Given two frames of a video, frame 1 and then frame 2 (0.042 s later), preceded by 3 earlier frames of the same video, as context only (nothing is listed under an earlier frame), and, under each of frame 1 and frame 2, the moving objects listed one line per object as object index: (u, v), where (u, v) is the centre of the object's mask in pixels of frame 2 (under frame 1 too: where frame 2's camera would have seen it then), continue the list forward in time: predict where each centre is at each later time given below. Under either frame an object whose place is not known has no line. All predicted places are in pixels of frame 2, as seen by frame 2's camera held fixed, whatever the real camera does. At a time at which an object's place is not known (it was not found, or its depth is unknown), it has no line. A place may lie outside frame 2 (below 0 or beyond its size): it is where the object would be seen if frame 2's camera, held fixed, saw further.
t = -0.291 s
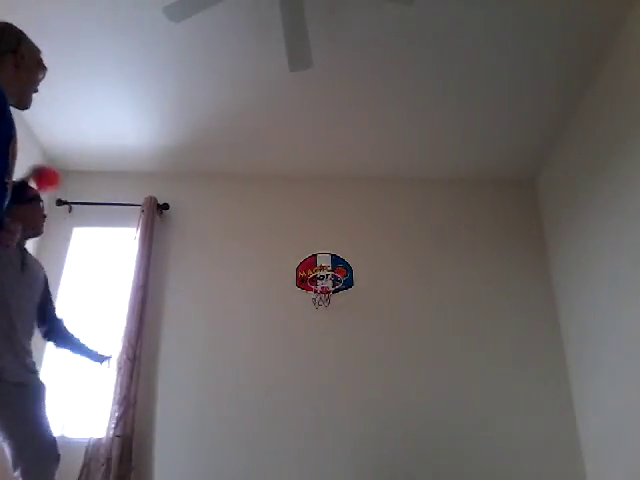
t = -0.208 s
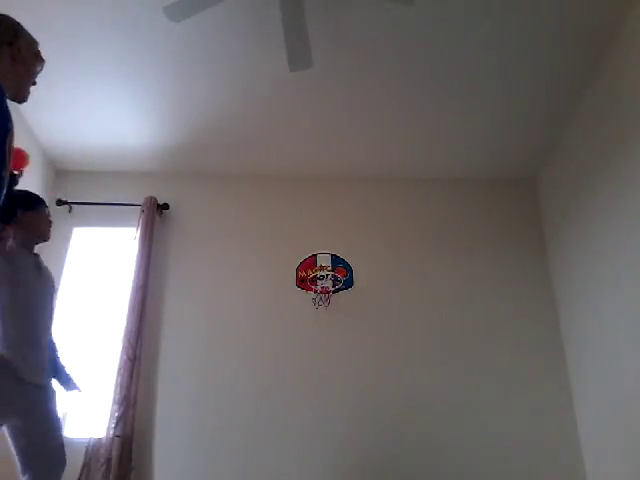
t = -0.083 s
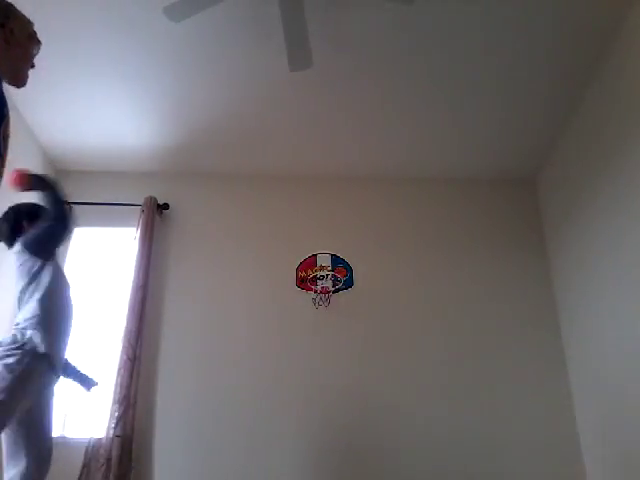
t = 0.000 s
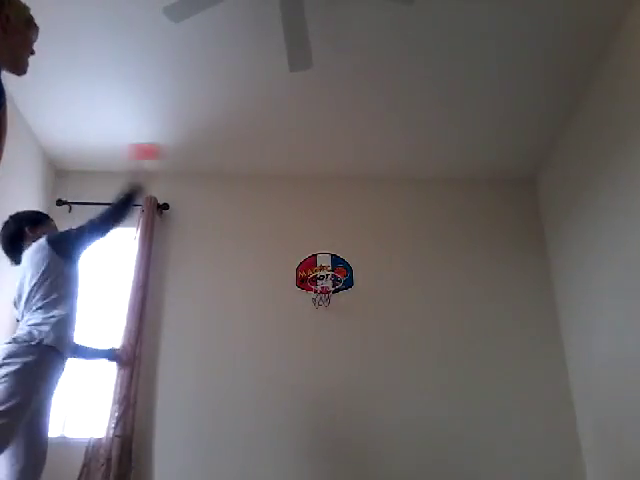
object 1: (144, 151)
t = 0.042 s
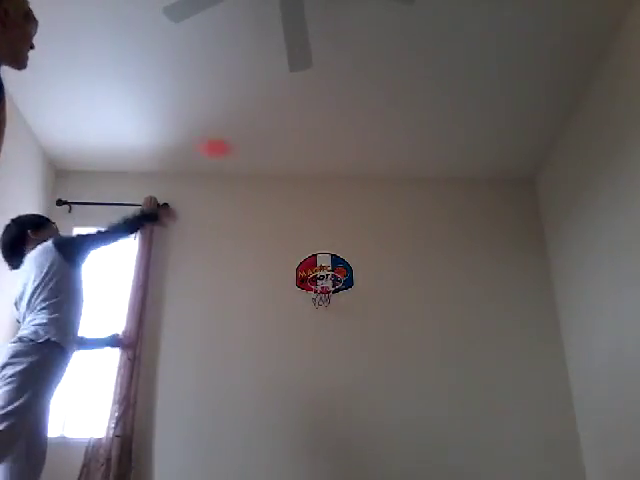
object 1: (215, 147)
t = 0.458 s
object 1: (509, 214)
